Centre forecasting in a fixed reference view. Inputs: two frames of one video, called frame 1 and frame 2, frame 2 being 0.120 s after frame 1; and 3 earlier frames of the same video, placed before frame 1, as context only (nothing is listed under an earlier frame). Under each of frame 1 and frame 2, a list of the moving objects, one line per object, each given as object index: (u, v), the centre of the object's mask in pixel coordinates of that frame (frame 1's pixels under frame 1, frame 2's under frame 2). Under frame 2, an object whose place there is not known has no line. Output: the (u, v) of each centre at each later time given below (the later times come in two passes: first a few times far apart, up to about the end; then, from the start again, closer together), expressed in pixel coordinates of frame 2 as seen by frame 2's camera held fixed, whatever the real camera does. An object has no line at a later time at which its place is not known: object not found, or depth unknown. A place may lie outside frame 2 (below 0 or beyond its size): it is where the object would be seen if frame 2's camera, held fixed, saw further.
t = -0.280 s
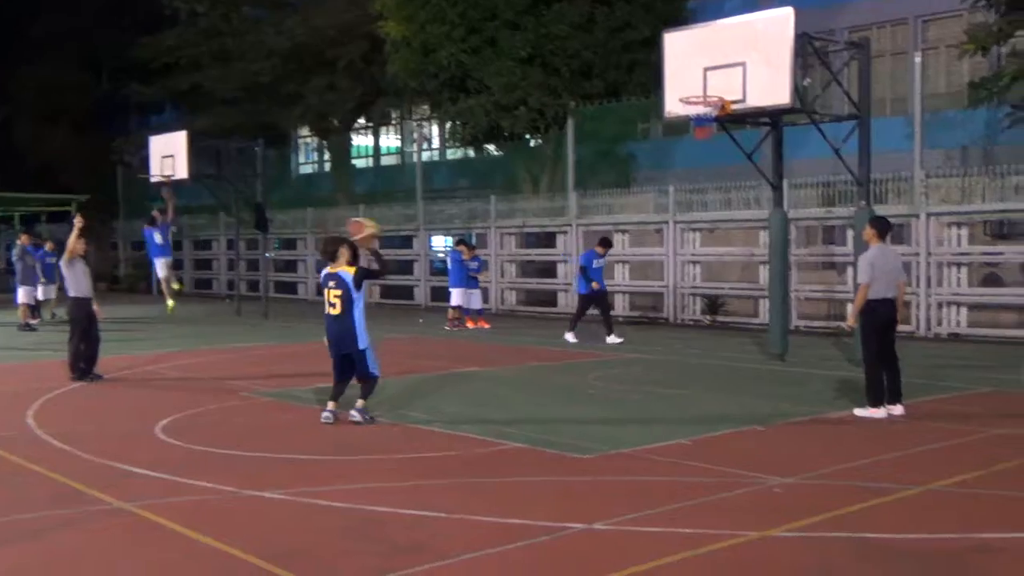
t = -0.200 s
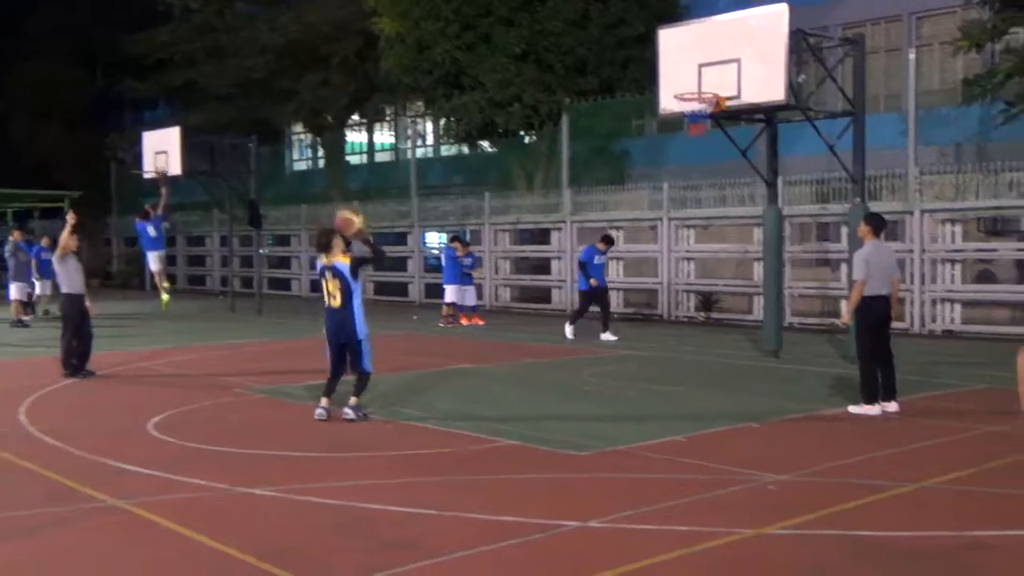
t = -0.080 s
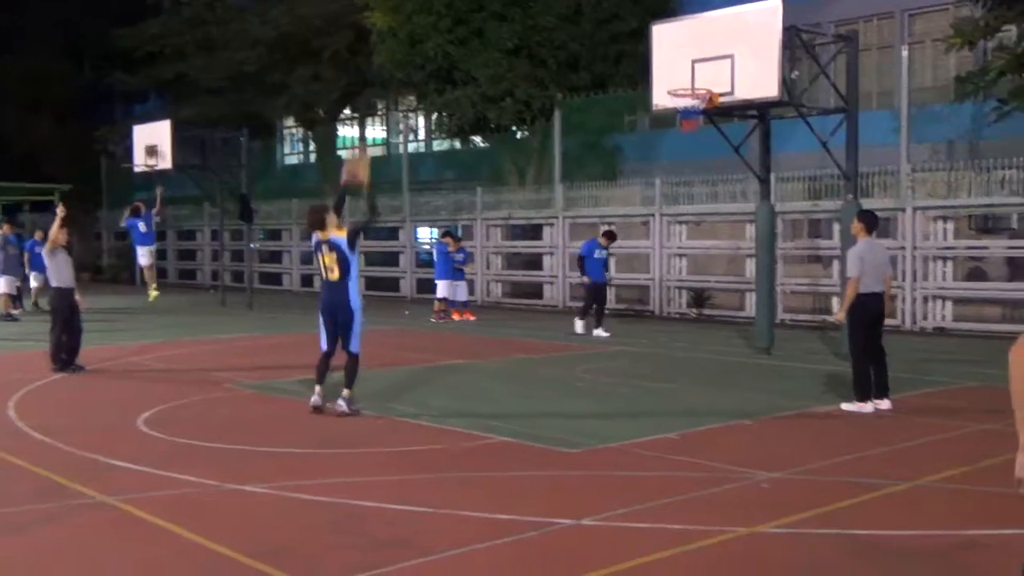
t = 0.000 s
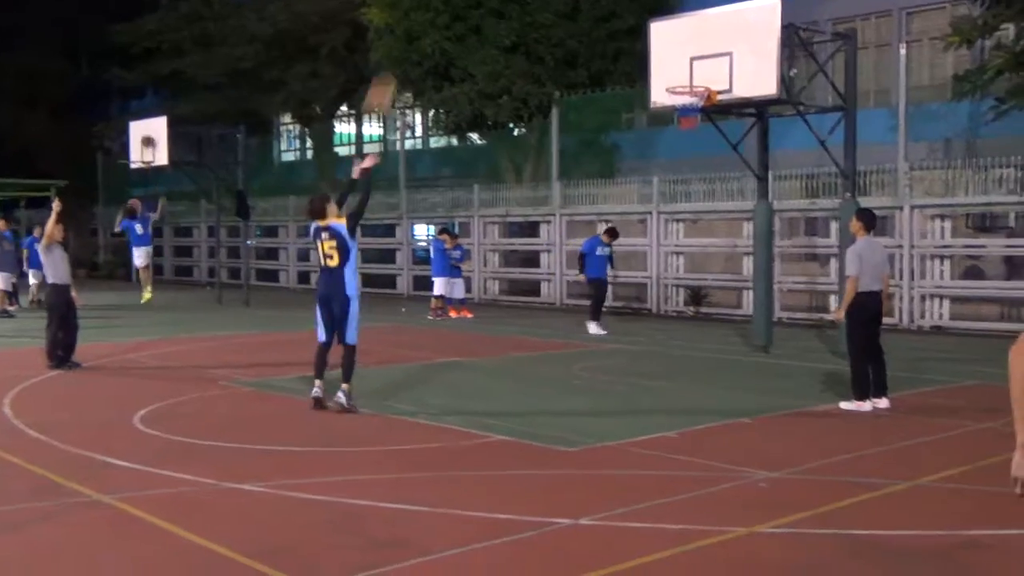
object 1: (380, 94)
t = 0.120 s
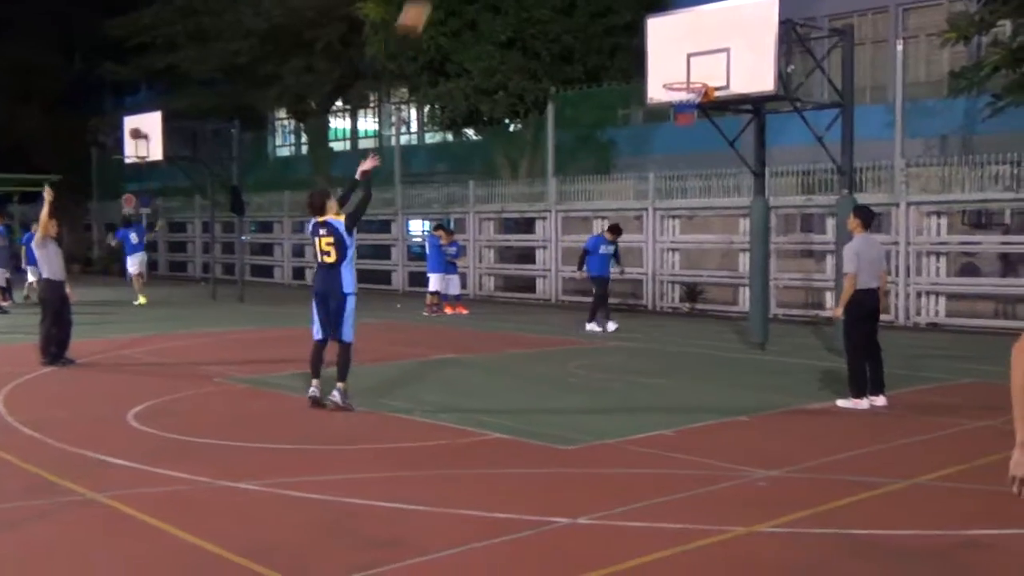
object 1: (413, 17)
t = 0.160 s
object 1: (423, 6)
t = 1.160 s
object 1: (672, 46)
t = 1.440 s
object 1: (689, 64)
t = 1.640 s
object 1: (660, 65)
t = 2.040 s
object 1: (597, 177)
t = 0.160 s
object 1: (423, 6)
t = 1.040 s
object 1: (652, 0)
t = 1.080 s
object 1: (656, 5)
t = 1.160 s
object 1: (672, 46)
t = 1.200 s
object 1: (679, 68)
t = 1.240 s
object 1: (685, 72)
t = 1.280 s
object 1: (690, 72)
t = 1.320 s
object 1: (695, 75)
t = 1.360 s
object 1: (698, 74)
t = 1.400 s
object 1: (695, 69)
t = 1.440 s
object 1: (689, 64)
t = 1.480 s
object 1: (684, 62)
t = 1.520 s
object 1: (678, 60)
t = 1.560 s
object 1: (672, 60)
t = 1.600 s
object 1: (666, 62)
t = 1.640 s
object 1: (660, 65)
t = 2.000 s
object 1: (602, 159)
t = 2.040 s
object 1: (597, 177)
